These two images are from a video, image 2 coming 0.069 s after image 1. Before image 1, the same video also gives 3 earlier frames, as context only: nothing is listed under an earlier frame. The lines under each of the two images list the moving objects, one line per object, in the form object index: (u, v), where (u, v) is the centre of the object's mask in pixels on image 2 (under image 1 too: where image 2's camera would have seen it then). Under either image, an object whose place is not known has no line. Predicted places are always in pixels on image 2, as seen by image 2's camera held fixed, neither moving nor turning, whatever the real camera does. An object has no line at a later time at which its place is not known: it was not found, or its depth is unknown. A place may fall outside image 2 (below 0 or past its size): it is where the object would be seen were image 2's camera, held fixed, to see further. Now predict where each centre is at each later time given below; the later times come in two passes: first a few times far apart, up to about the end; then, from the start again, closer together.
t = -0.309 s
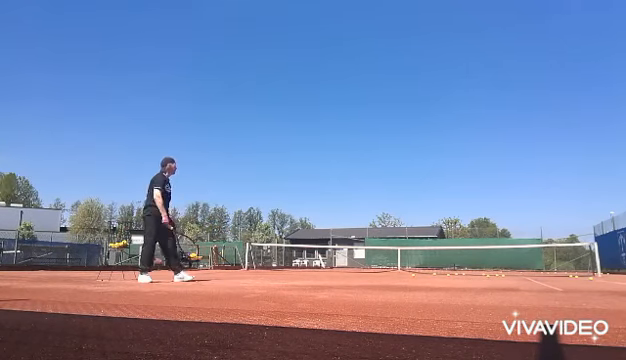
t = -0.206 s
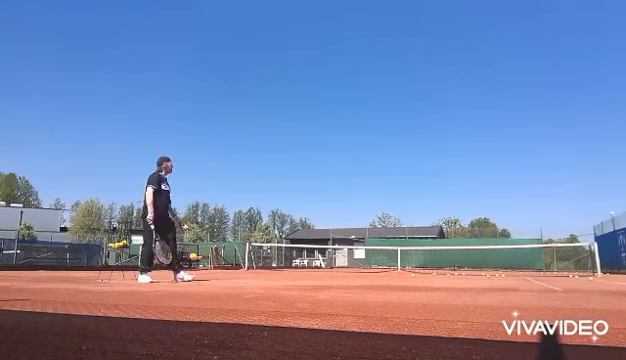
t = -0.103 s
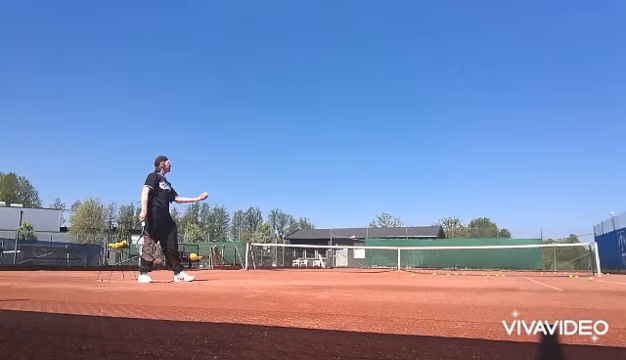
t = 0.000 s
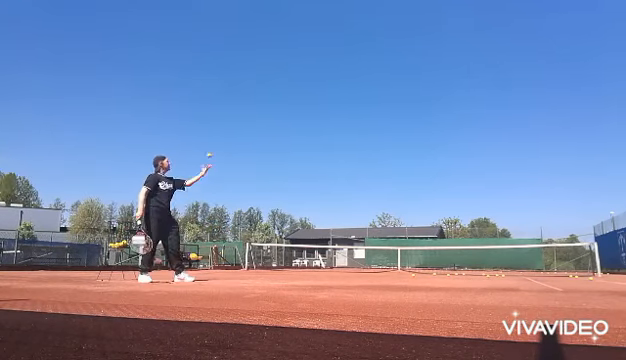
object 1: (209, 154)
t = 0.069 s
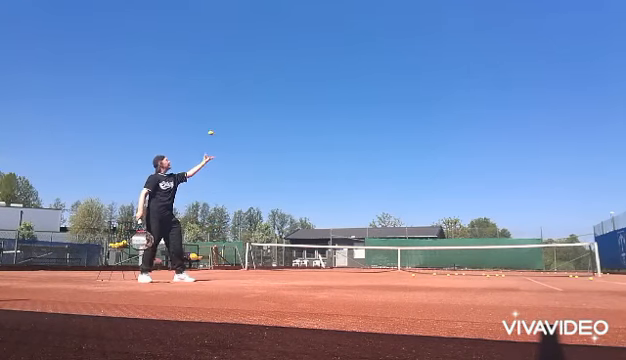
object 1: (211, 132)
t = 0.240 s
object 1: (213, 90)
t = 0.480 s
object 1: (217, 58)
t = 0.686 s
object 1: (219, 58)
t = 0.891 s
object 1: (220, 88)
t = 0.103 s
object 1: (211, 123)
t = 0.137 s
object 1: (212, 113)
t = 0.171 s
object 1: (213, 105)
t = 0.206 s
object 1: (213, 97)
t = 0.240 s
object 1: (213, 90)
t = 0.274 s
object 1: (214, 83)
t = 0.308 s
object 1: (215, 78)
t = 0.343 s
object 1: (216, 72)
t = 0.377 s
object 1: (216, 68)
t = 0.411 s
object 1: (216, 64)
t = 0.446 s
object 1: (216, 61)
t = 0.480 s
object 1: (217, 58)
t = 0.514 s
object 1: (217, 57)
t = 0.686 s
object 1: (219, 58)
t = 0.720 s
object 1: (220, 60)
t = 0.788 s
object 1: (220, 67)
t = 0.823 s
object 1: (220, 71)
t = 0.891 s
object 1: (220, 88)
